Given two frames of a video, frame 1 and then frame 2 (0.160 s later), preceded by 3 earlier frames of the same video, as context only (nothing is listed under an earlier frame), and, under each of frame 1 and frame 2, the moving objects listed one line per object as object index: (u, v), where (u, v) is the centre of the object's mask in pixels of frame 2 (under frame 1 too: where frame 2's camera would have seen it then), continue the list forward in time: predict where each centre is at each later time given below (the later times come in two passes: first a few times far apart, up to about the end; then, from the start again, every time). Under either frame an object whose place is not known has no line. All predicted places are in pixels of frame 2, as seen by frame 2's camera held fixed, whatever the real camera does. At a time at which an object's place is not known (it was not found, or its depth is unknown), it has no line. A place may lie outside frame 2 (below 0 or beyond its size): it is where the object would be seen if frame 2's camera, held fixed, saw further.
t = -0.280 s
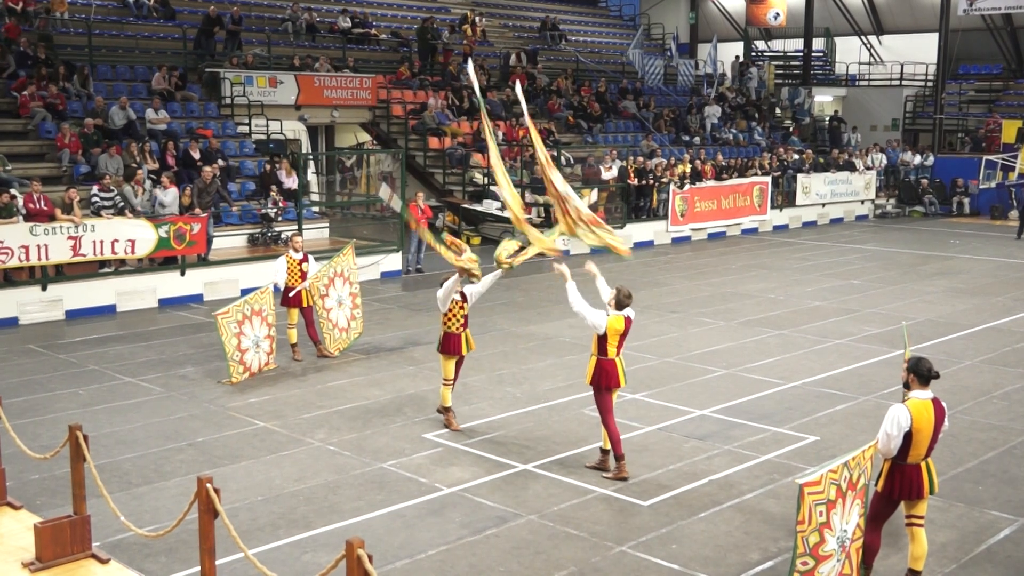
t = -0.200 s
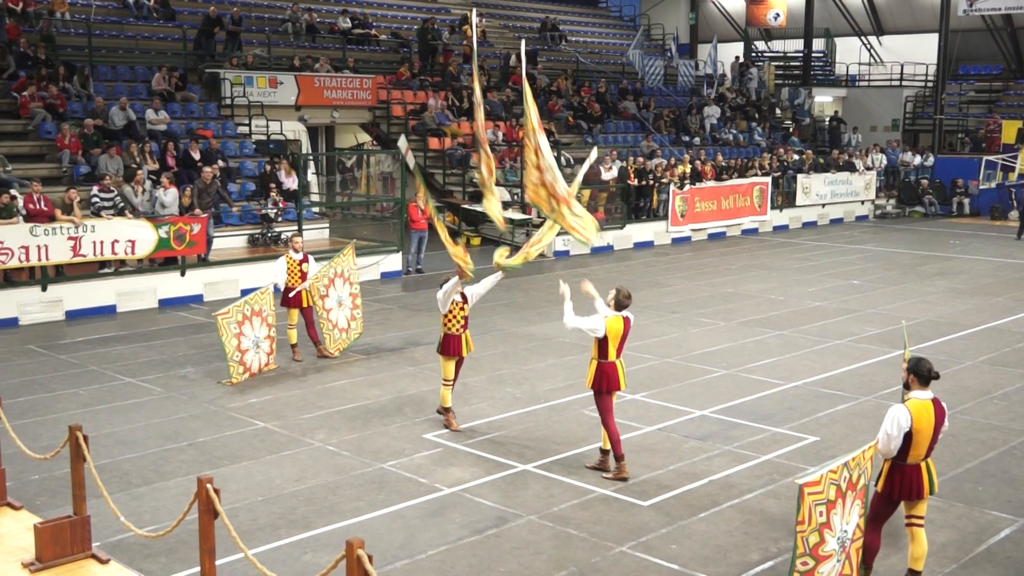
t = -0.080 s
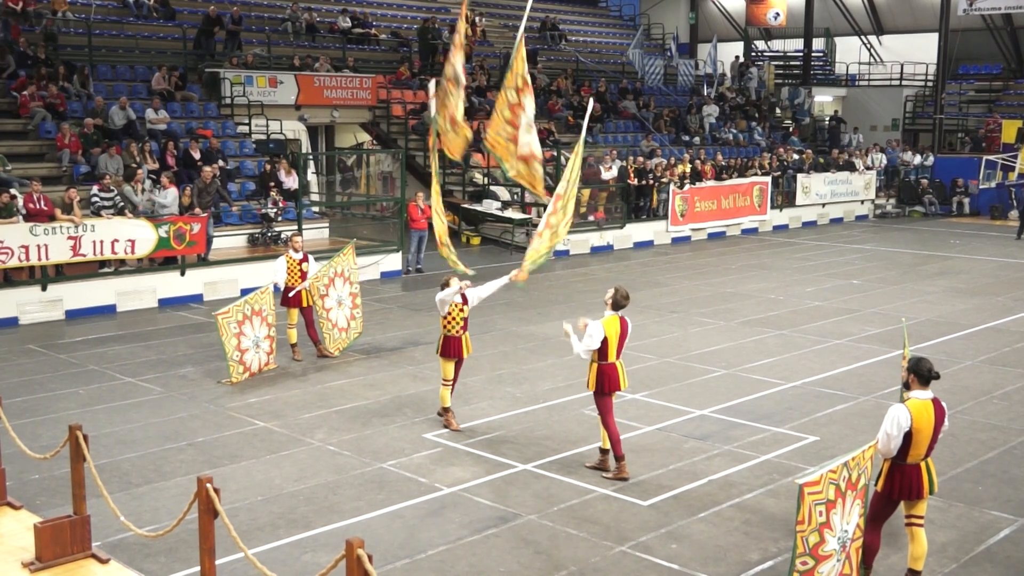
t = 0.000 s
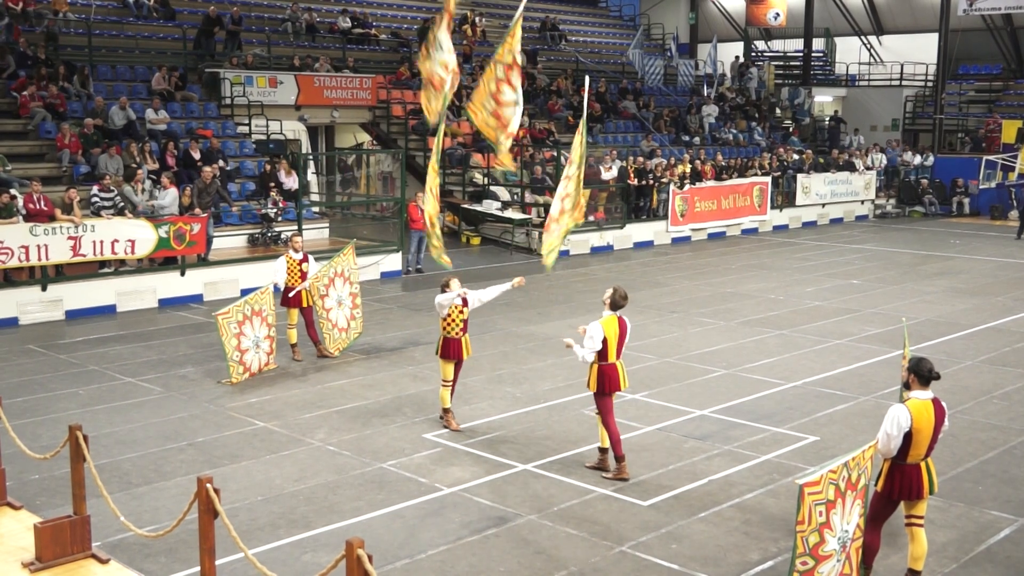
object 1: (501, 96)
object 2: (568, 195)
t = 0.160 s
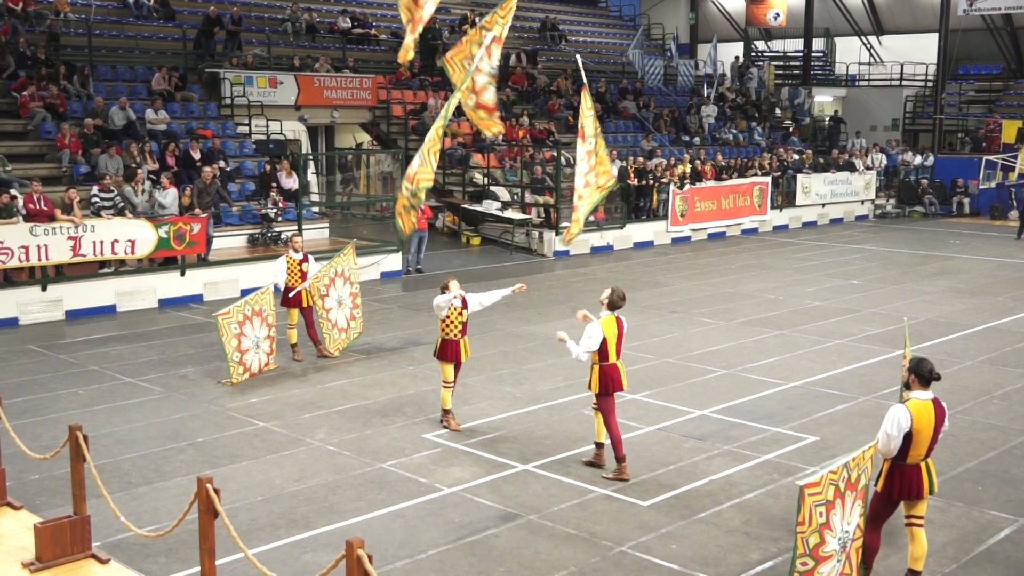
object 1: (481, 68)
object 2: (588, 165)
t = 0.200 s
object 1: (476, 59)
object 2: (594, 160)
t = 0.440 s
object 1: (459, 50)
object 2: (616, 144)
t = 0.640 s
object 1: (458, 78)
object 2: (620, 159)
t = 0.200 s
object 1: (476, 59)
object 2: (594, 160)
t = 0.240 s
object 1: (472, 42)
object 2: (598, 156)
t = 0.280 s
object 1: (469, 43)
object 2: (602, 154)
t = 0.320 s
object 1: (466, 44)
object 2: (605, 152)
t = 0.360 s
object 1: (464, 45)
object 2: (610, 148)
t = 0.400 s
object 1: (463, 46)
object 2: (613, 146)
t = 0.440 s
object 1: (459, 50)
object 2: (616, 144)
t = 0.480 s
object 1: (457, 55)
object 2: (618, 146)
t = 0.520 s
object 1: (459, 59)
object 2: (619, 148)
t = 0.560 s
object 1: (458, 65)
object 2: (620, 151)
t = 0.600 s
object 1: (457, 72)
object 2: (620, 156)
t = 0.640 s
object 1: (458, 78)
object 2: (620, 159)
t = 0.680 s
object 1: (461, 85)
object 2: (616, 164)
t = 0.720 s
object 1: (464, 93)
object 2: (615, 171)
